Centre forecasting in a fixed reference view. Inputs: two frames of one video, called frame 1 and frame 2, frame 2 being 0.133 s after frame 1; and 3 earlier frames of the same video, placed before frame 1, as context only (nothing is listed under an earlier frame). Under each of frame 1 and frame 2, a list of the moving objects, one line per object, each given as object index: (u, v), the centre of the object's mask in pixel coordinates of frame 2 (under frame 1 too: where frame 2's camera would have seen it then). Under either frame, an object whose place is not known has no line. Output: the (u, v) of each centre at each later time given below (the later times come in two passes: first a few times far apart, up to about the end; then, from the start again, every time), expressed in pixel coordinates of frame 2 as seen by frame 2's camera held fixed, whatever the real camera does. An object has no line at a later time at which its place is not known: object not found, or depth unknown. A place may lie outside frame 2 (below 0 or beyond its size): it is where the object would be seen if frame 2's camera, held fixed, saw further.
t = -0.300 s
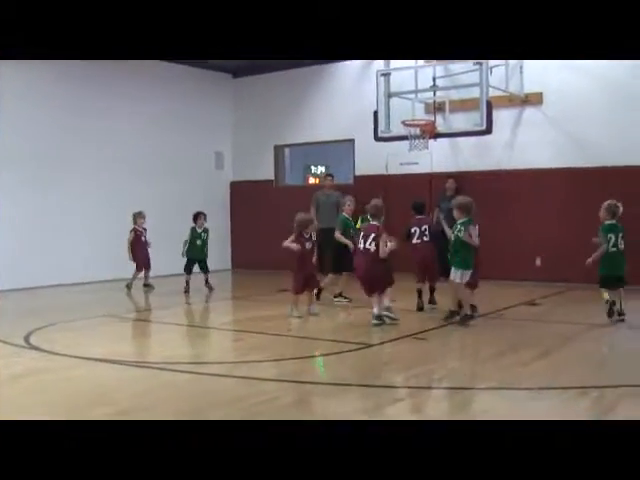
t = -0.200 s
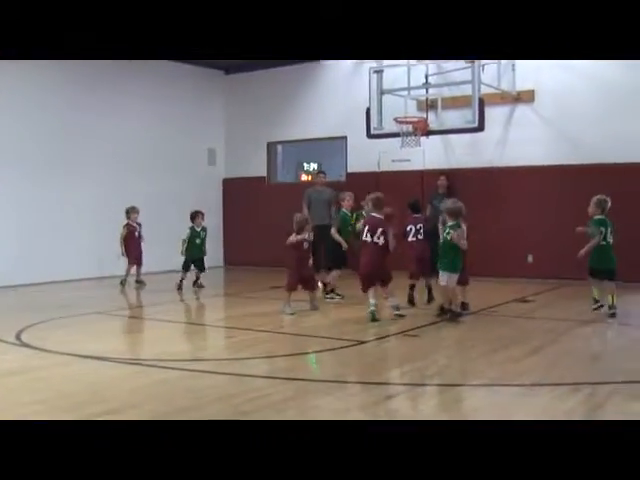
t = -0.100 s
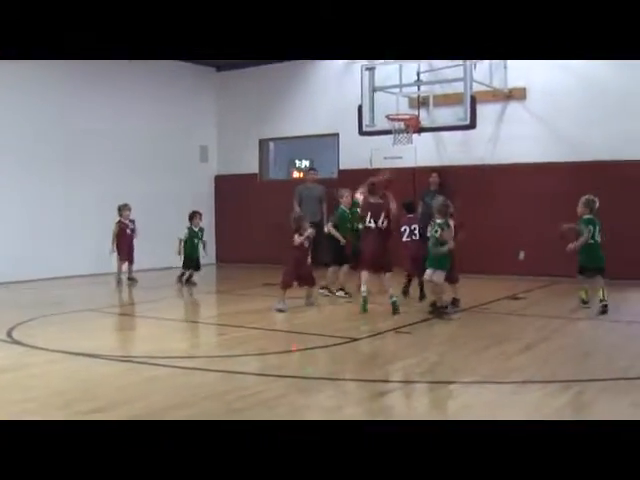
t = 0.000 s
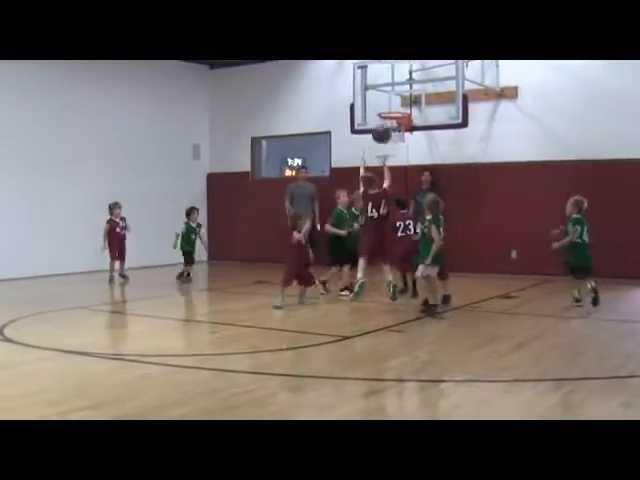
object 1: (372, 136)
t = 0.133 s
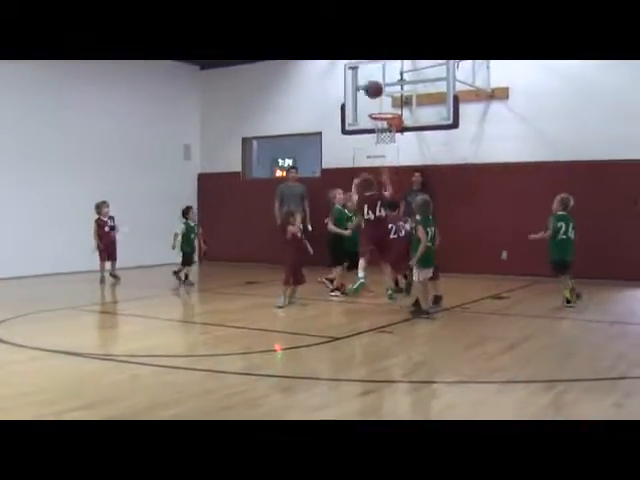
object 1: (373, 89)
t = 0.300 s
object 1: (374, 61)
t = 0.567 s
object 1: (375, 57)
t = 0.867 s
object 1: (368, 100)
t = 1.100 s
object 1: (333, 154)
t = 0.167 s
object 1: (373, 81)
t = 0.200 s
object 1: (373, 74)
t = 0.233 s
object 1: (374, 68)
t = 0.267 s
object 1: (374, 64)
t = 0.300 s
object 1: (374, 61)
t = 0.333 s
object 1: (374, 60)
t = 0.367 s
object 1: (374, 58)
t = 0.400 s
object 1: (374, 57)
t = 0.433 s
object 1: (374, 57)
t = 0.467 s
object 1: (375, 56)
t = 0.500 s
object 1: (375, 56)
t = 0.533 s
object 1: (375, 57)
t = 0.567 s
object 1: (375, 57)
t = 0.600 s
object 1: (376, 60)
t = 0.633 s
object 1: (376, 63)
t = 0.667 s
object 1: (376, 67)
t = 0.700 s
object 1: (377, 73)
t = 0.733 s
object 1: (377, 79)
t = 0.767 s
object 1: (377, 85)
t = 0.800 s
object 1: (377, 92)
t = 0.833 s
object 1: (373, 96)
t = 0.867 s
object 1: (368, 100)
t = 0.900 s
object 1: (363, 105)
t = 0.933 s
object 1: (358, 111)
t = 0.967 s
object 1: (353, 119)
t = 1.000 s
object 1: (349, 125)
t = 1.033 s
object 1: (343, 135)
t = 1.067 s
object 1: (338, 143)
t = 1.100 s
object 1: (333, 154)
